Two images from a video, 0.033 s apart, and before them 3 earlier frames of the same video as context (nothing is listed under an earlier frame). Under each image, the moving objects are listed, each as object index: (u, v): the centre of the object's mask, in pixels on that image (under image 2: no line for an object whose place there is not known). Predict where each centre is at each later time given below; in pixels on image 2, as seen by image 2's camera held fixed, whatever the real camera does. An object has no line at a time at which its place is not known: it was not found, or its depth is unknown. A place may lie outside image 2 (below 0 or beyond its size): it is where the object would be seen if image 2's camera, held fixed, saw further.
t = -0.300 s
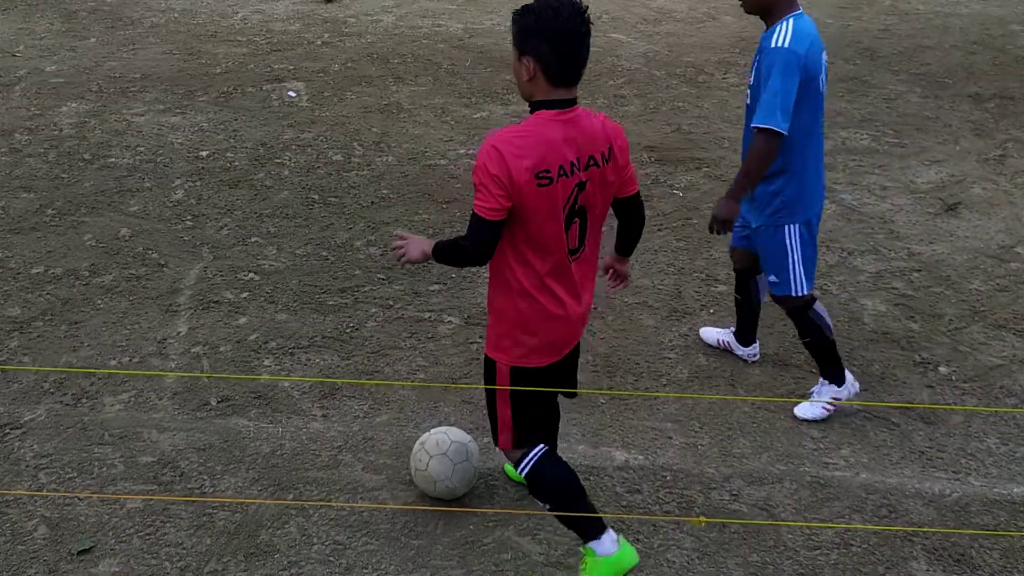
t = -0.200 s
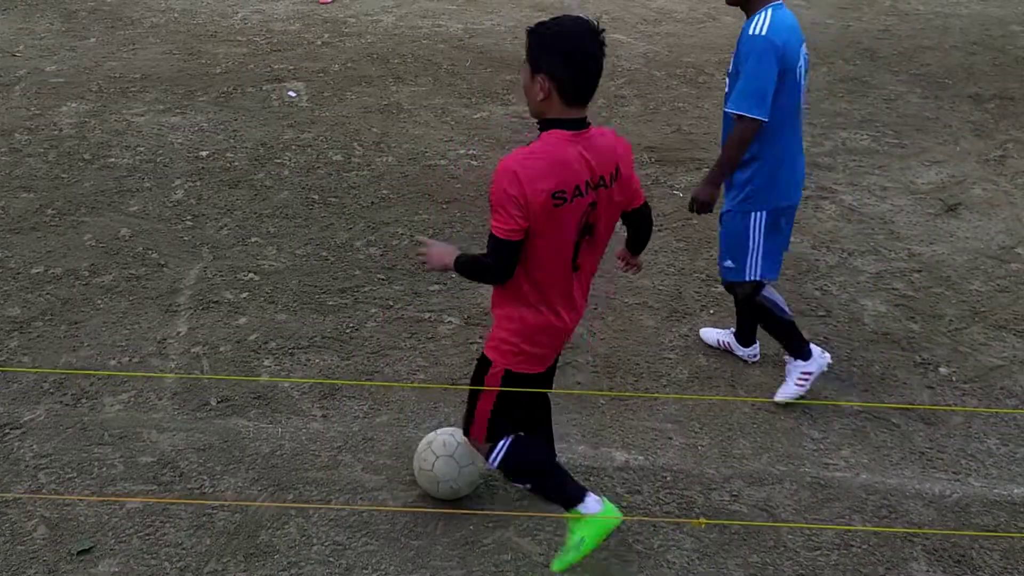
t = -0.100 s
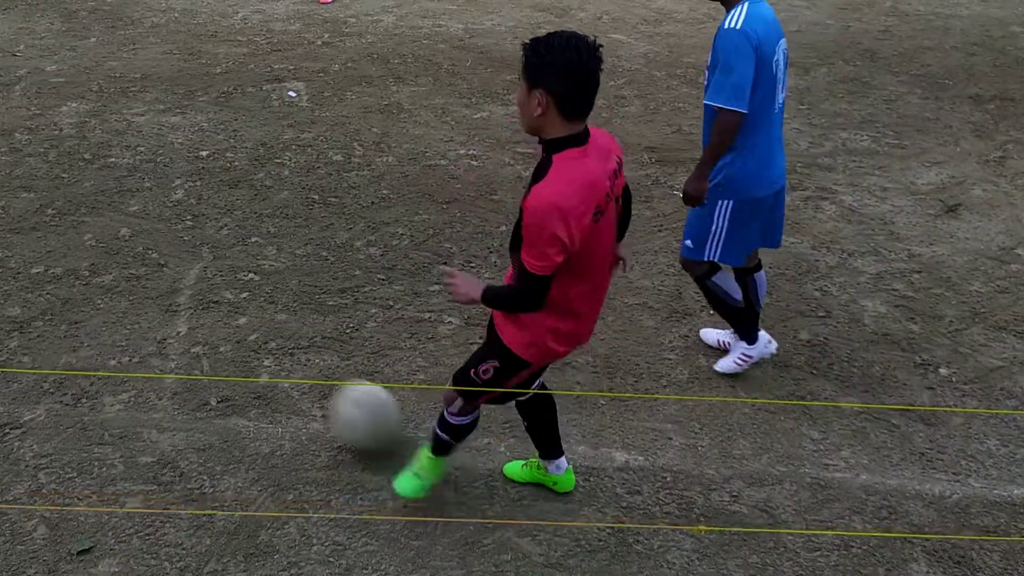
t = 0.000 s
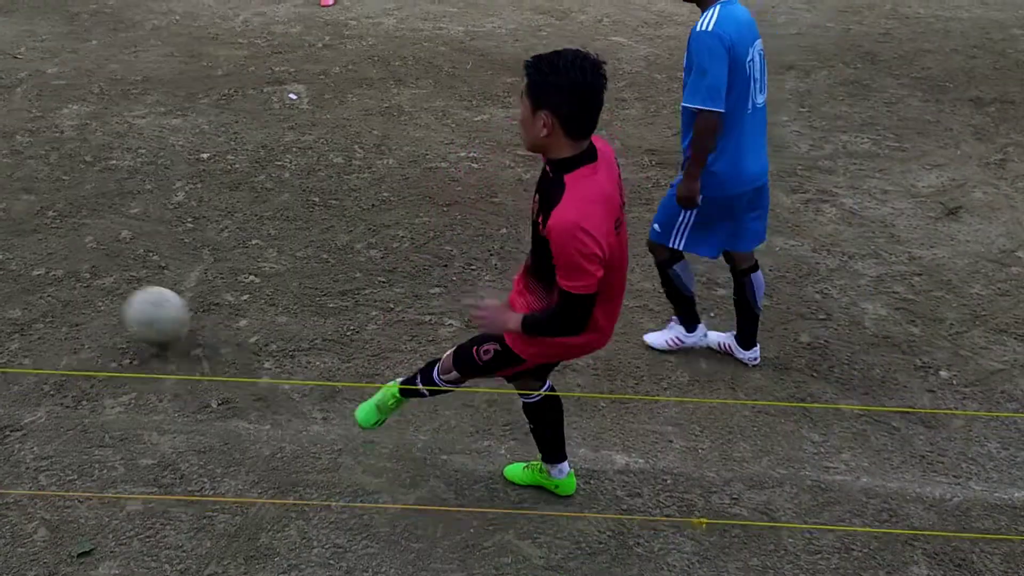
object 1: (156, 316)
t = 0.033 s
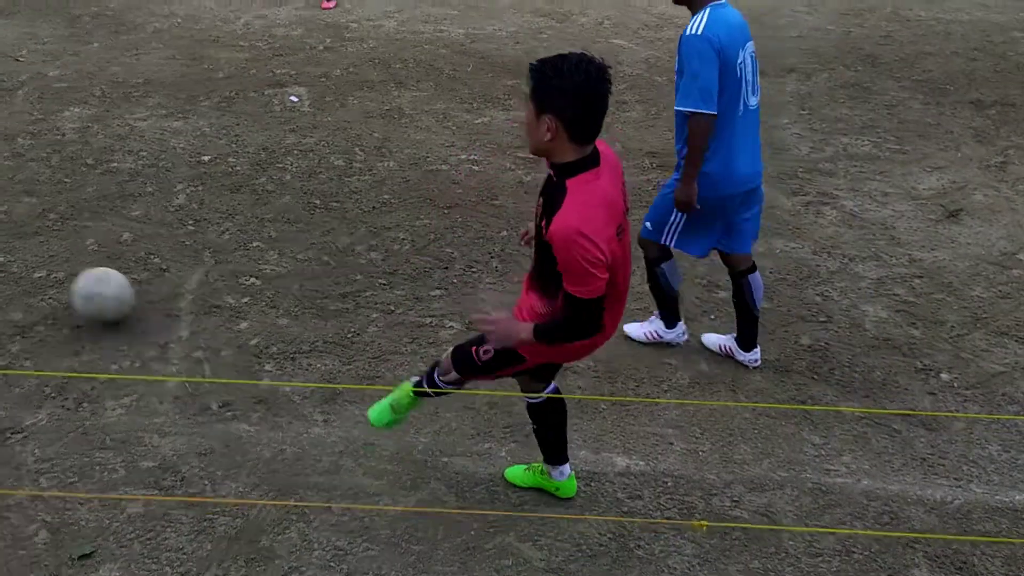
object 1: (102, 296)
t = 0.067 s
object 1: (54, 276)
